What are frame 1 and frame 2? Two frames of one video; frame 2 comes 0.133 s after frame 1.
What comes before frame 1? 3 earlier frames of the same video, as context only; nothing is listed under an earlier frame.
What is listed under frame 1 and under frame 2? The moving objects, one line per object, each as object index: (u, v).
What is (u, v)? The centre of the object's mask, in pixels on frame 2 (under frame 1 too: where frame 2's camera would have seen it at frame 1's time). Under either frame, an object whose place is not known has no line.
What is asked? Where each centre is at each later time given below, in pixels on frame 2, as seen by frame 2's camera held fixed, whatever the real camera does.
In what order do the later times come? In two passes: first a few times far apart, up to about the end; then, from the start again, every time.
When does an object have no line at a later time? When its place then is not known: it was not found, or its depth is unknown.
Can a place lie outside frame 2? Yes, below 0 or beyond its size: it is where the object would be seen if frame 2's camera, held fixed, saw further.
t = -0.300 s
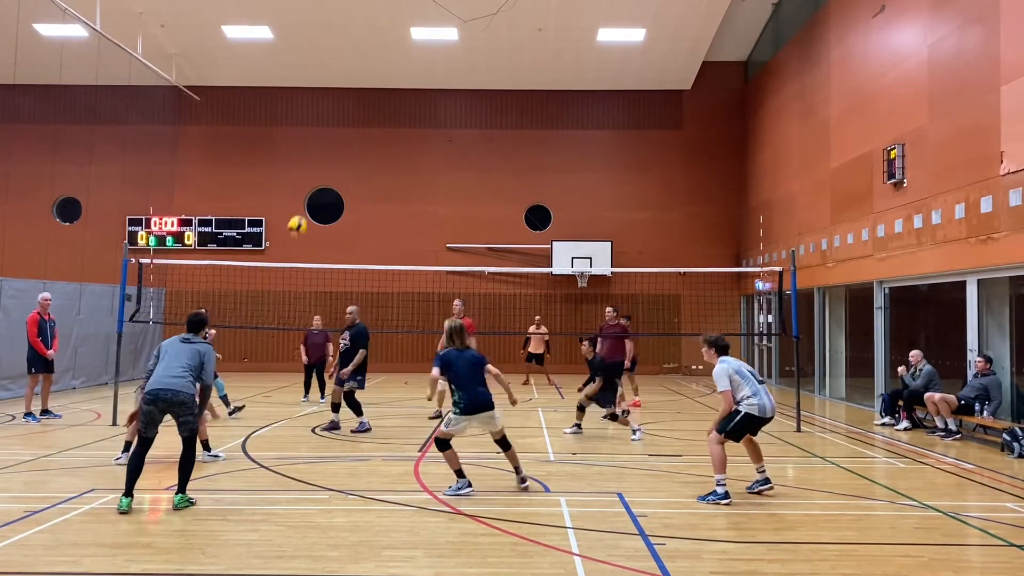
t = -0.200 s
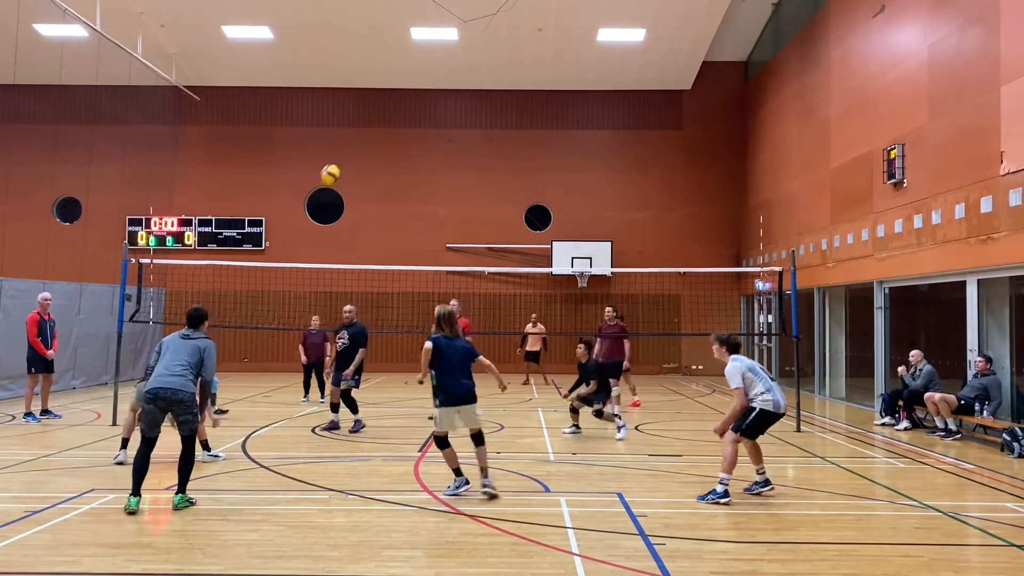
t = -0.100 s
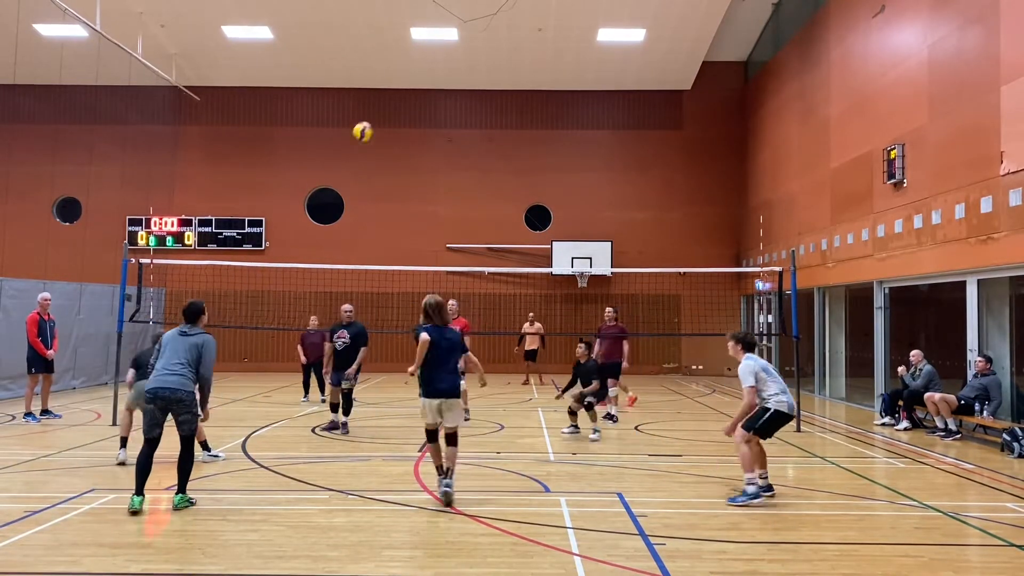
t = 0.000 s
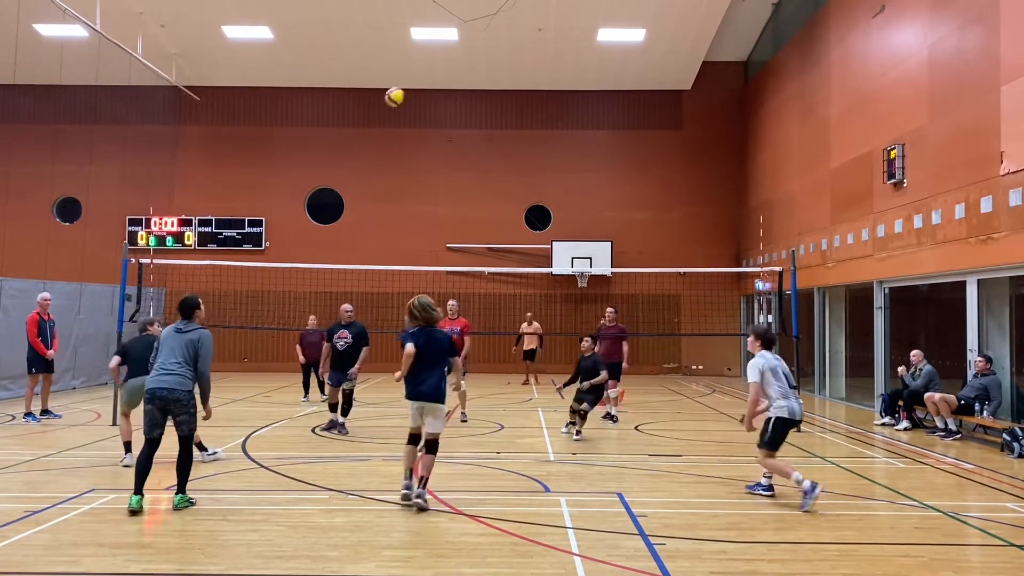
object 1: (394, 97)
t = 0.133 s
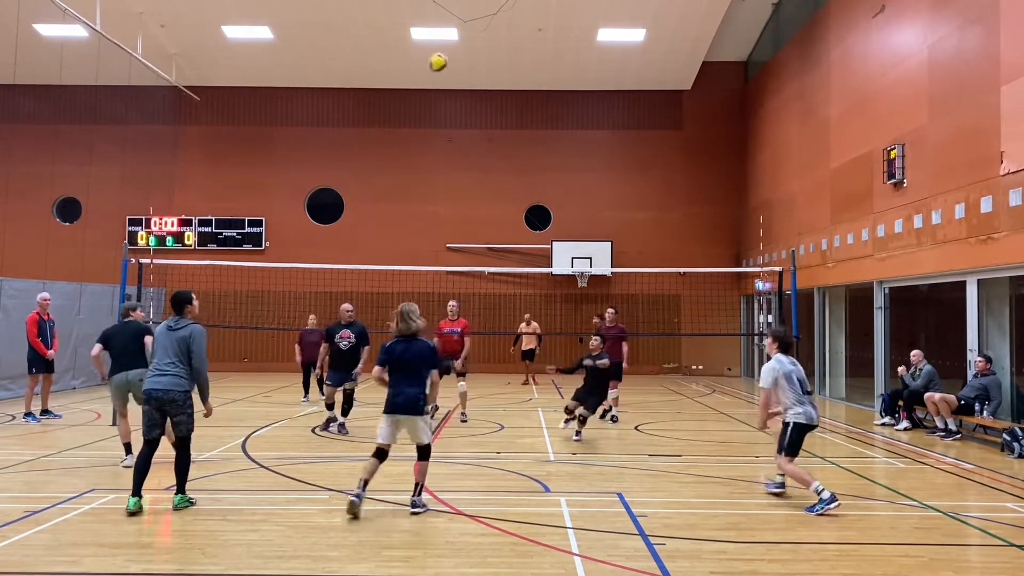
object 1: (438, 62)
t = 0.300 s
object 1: (492, 40)
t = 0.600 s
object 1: (589, 61)
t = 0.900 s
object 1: (688, 164)
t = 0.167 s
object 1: (449, 57)
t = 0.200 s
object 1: (459, 51)
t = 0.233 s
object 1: (470, 46)
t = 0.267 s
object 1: (481, 43)
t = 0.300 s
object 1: (492, 40)
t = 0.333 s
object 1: (503, 39)
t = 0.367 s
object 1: (514, 39)
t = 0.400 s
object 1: (525, 38)
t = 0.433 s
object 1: (535, 40)
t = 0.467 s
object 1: (545, 42)
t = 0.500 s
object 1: (557, 46)
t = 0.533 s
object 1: (568, 50)
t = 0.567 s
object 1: (579, 54)
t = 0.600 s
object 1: (589, 61)
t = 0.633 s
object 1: (601, 68)
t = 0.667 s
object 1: (611, 76)
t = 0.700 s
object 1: (622, 86)
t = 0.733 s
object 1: (633, 97)
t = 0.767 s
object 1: (645, 108)
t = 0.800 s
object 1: (655, 120)
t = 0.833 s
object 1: (666, 134)
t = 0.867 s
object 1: (677, 148)
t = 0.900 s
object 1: (688, 164)
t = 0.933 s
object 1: (698, 180)
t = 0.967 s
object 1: (709, 198)
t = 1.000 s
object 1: (720, 217)
